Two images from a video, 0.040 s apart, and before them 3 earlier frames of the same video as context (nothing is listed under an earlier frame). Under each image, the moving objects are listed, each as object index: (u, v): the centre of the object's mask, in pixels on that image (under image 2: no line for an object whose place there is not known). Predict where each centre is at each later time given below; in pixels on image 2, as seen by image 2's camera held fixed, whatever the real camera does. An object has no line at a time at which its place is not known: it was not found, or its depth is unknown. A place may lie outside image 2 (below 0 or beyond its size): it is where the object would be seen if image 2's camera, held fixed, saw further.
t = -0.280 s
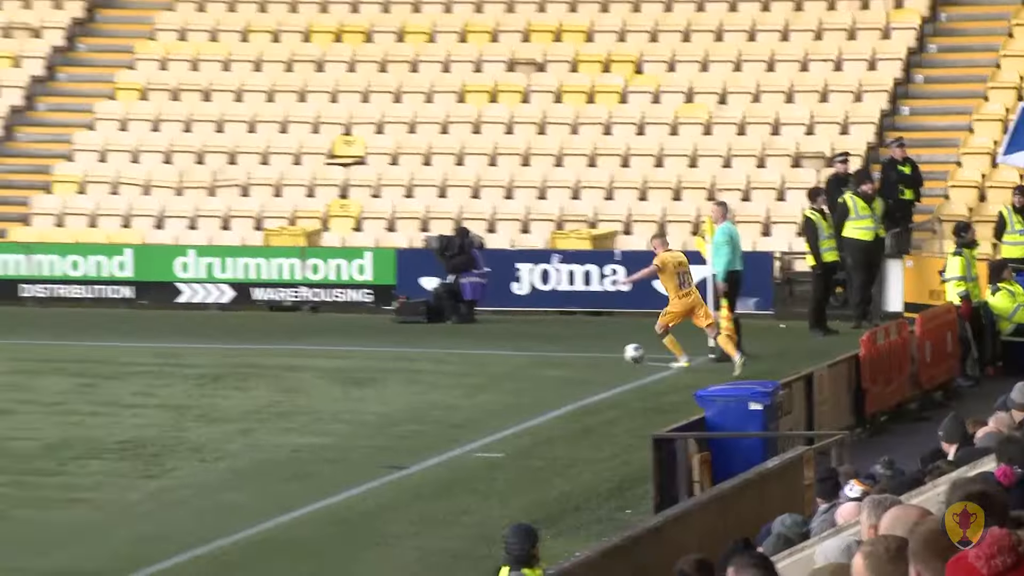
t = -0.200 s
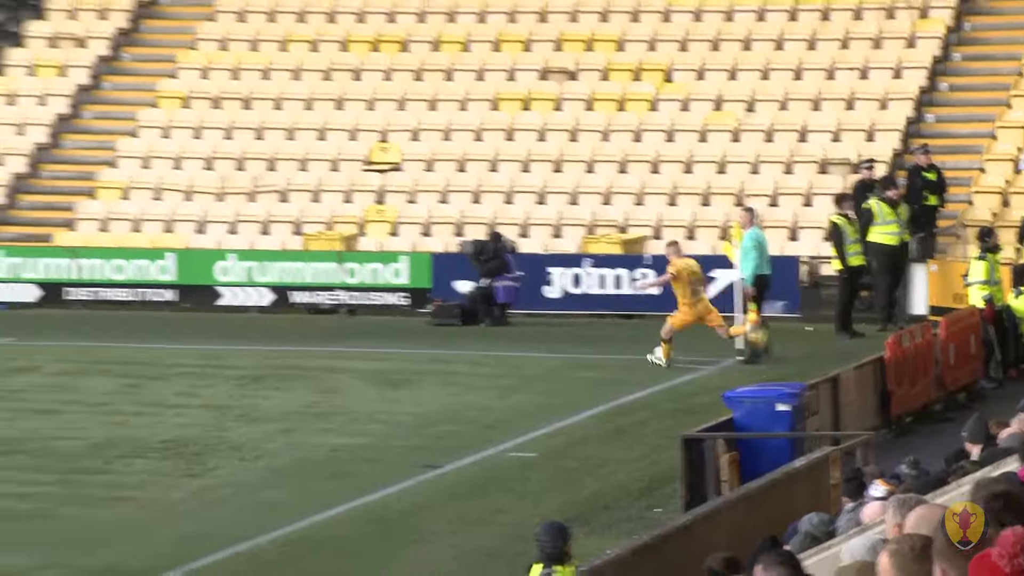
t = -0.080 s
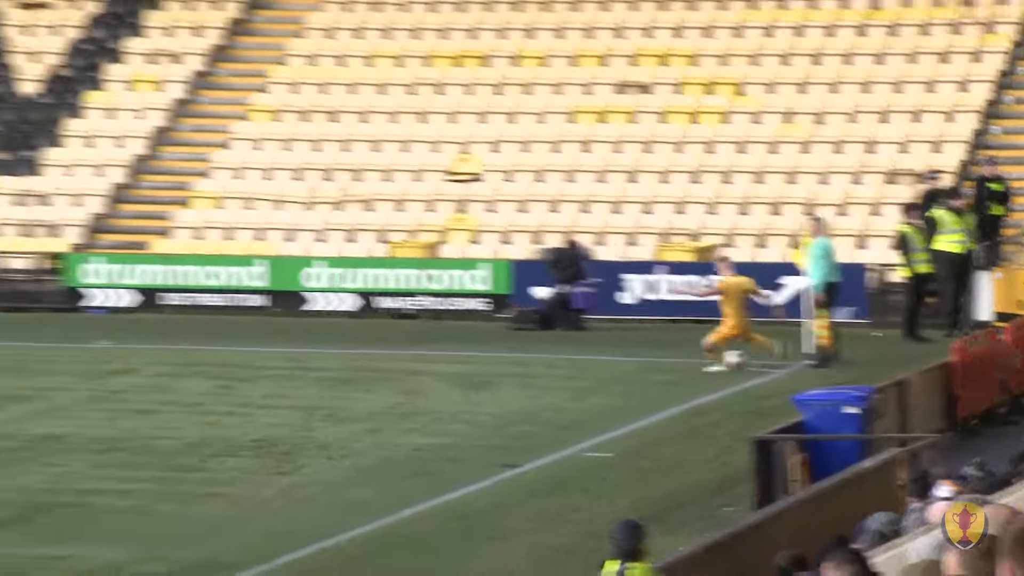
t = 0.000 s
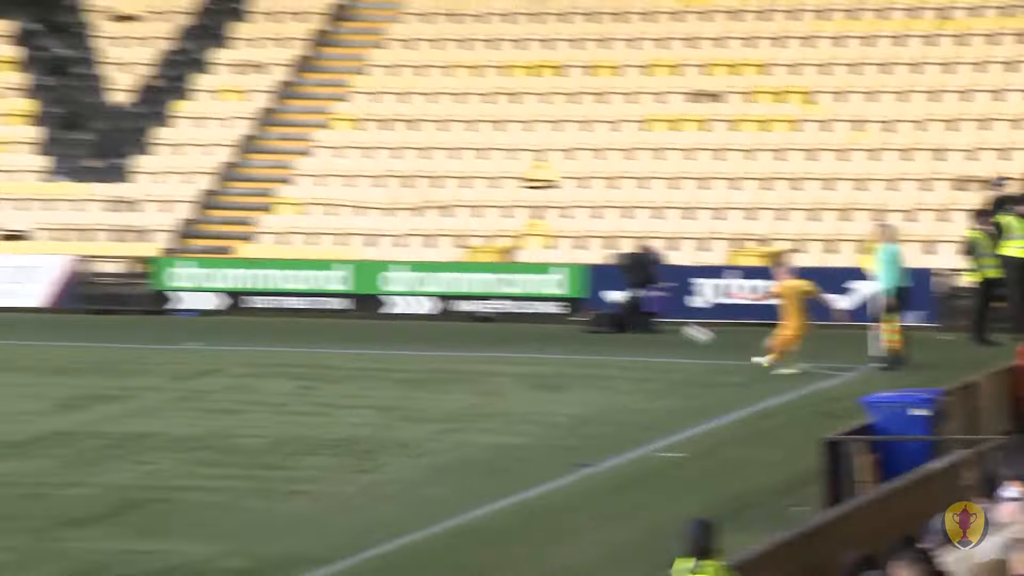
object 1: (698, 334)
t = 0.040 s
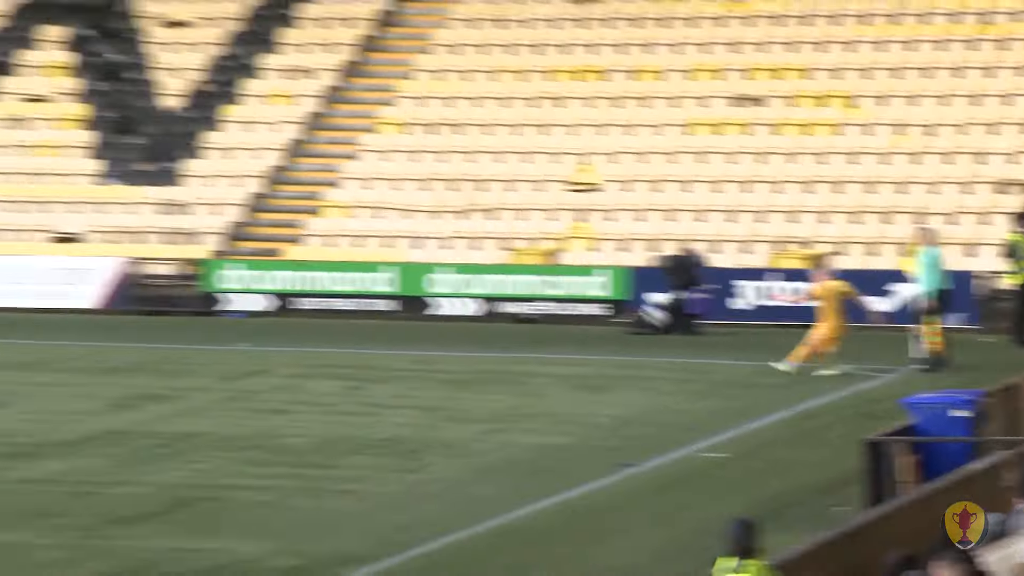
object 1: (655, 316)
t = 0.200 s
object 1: (335, 239)
